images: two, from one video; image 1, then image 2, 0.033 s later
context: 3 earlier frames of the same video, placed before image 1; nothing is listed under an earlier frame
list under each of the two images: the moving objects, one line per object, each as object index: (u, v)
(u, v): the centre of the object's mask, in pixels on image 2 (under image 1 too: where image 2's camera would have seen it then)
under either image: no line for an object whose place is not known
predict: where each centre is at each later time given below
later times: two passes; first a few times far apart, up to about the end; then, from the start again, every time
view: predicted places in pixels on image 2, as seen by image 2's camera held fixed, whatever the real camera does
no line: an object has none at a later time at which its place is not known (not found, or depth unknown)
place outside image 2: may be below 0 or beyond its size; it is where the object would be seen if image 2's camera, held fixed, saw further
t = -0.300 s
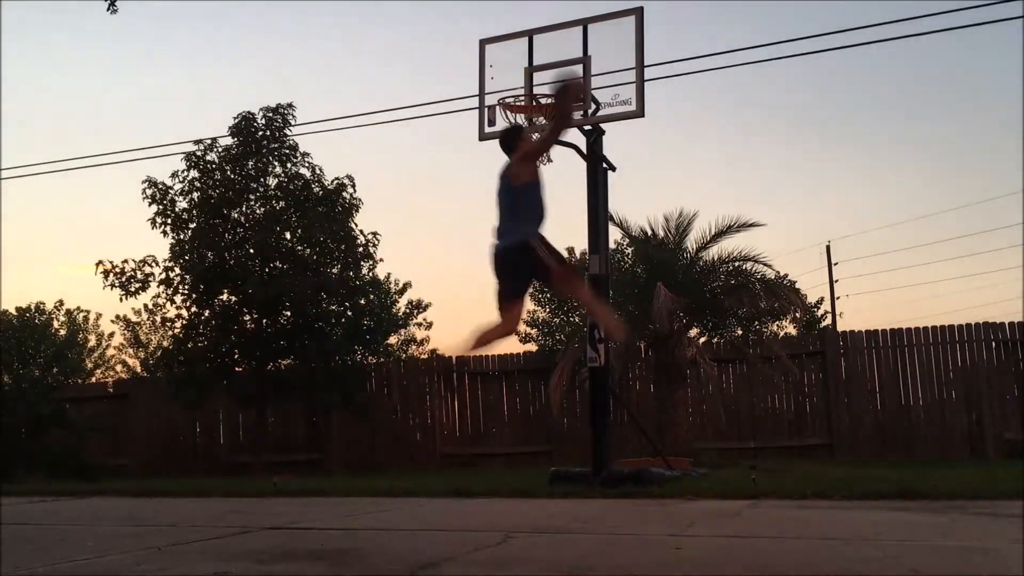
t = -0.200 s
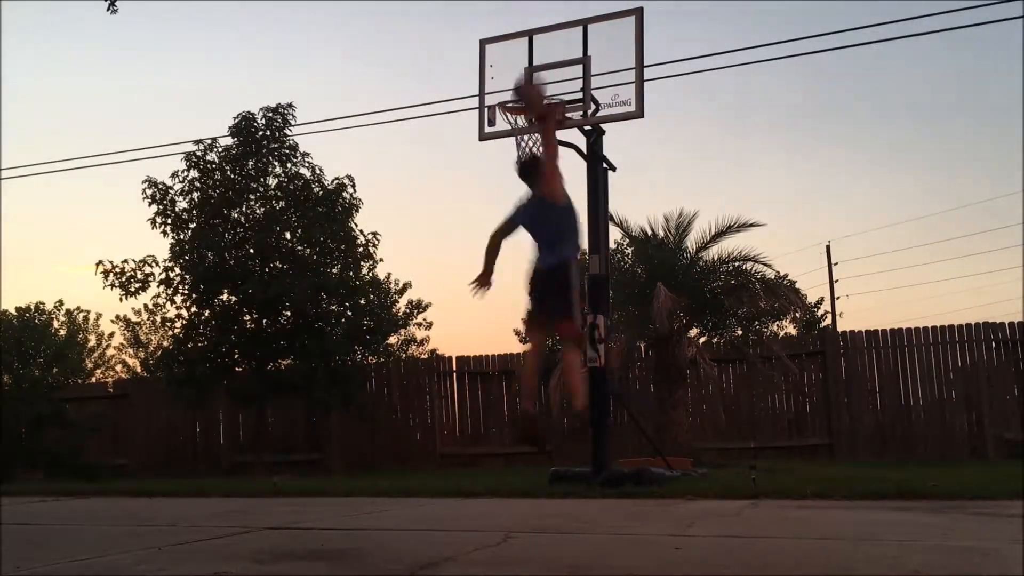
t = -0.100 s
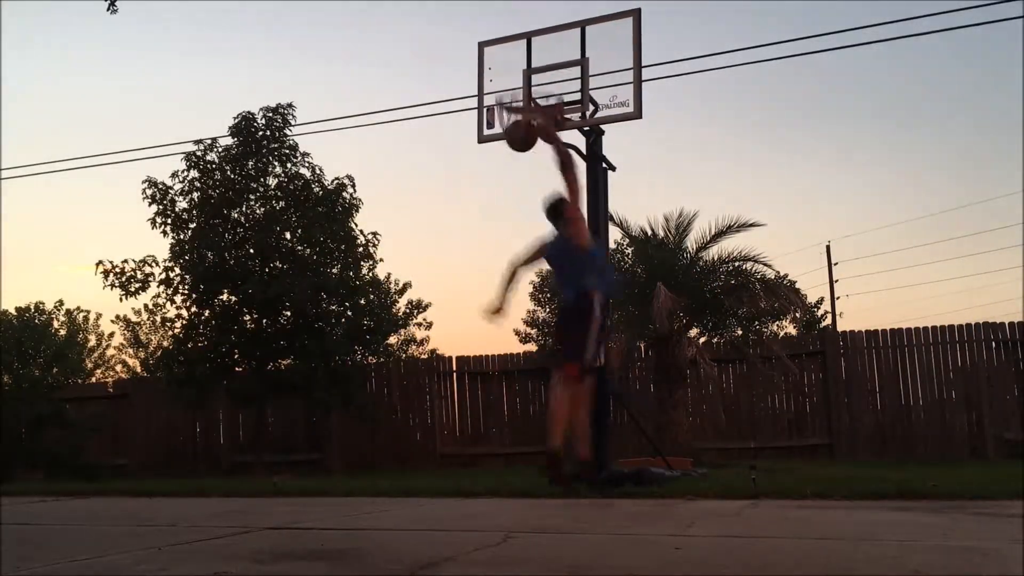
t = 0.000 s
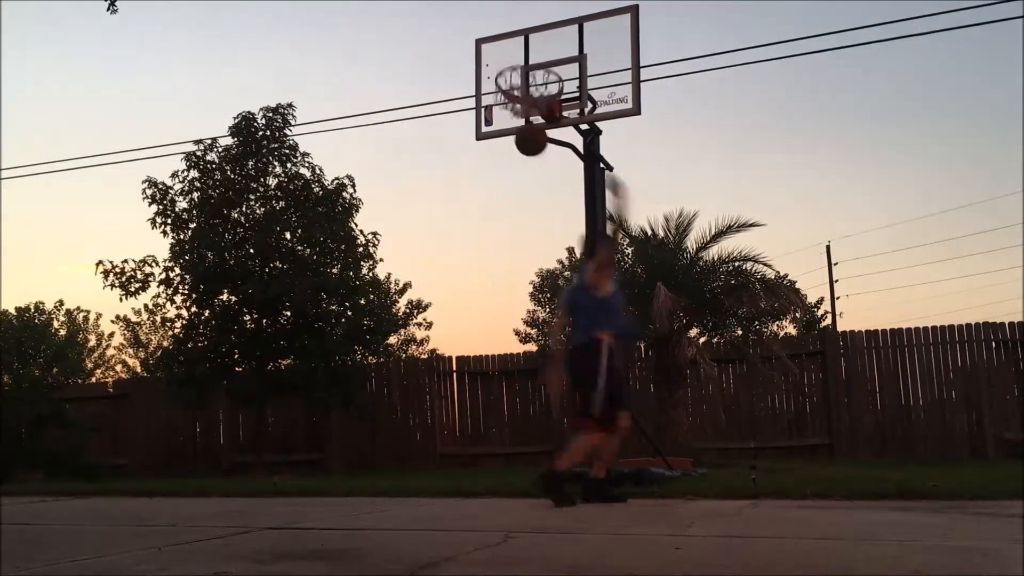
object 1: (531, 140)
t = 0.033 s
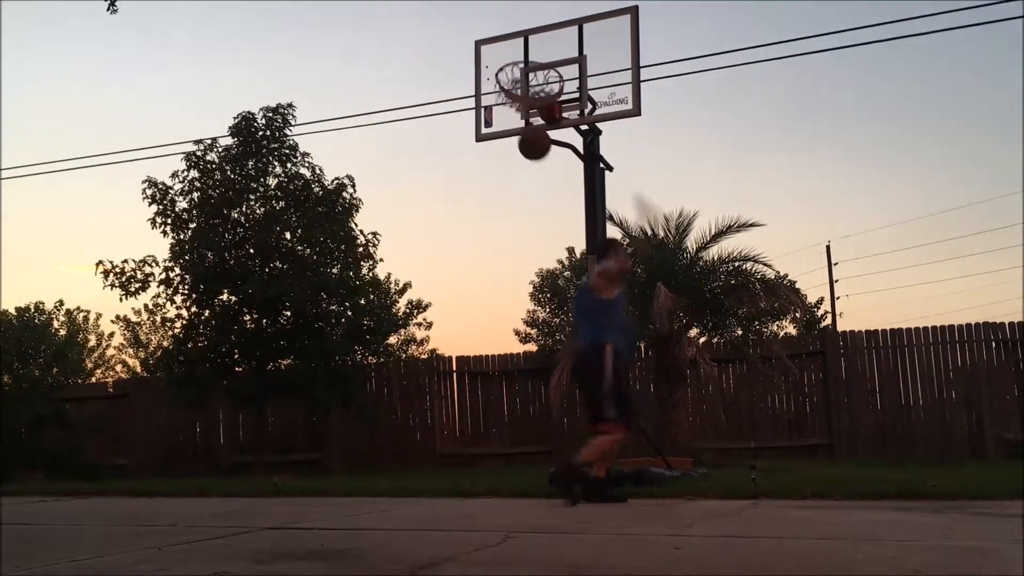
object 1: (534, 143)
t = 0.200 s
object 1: (553, 187)
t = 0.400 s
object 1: (581, 295)
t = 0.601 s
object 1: (613, 473)
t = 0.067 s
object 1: (538, 150)
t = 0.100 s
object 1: (541, 157)
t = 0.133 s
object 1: (545, 165)
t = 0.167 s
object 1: (549, 176)
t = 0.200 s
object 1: (553, 187)
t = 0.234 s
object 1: (557, 201)
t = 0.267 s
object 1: (561, 215)
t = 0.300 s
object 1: (565, 233)
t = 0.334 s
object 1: (569, 250)
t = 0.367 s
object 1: (574, 275)
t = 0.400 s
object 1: (581, 295)
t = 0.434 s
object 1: (584, 321)
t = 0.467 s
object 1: (591, 350)
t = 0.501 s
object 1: (598, 381)
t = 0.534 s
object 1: (601, 404)
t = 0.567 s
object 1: (604, 439)
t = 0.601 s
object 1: (613, 473)
